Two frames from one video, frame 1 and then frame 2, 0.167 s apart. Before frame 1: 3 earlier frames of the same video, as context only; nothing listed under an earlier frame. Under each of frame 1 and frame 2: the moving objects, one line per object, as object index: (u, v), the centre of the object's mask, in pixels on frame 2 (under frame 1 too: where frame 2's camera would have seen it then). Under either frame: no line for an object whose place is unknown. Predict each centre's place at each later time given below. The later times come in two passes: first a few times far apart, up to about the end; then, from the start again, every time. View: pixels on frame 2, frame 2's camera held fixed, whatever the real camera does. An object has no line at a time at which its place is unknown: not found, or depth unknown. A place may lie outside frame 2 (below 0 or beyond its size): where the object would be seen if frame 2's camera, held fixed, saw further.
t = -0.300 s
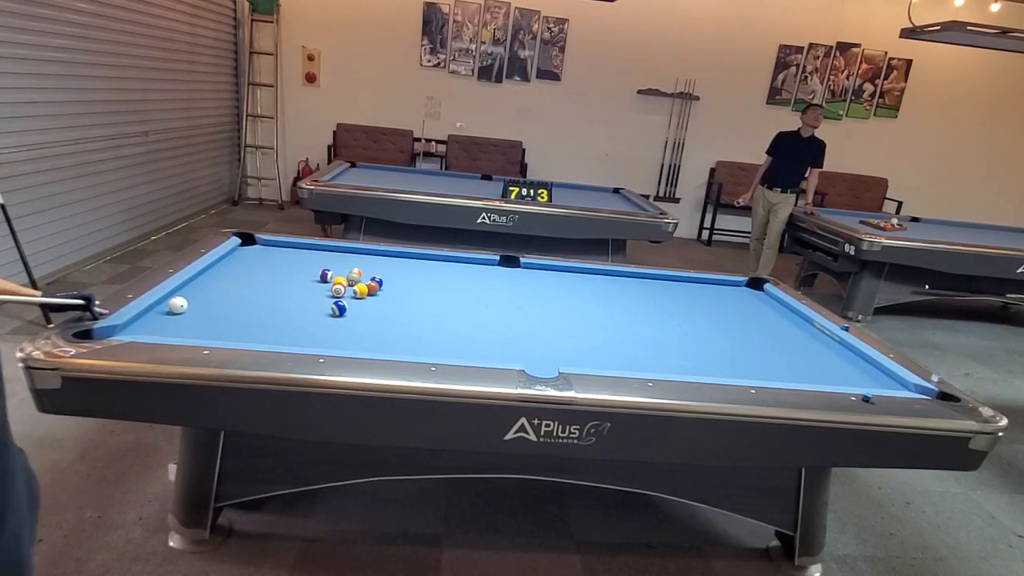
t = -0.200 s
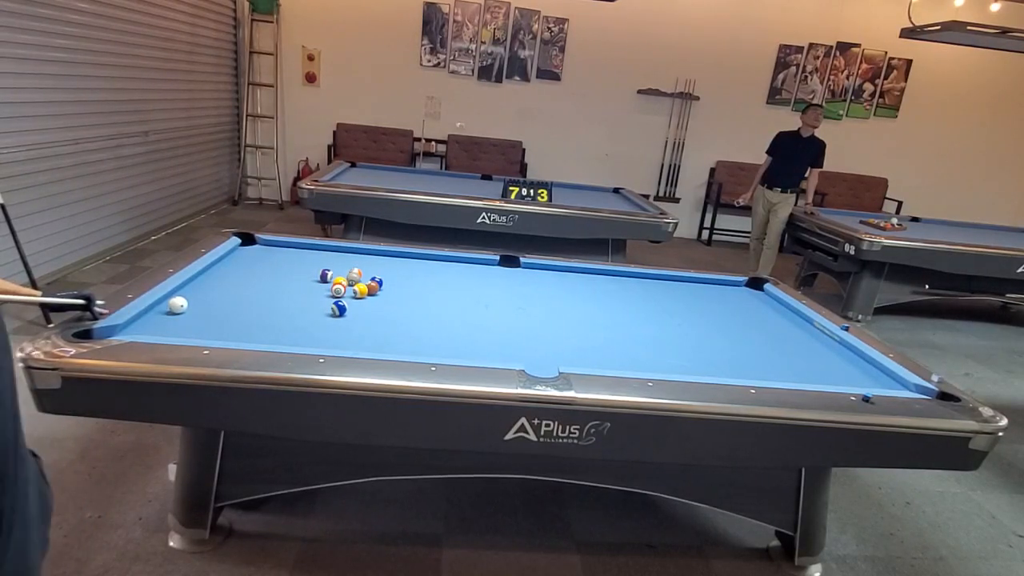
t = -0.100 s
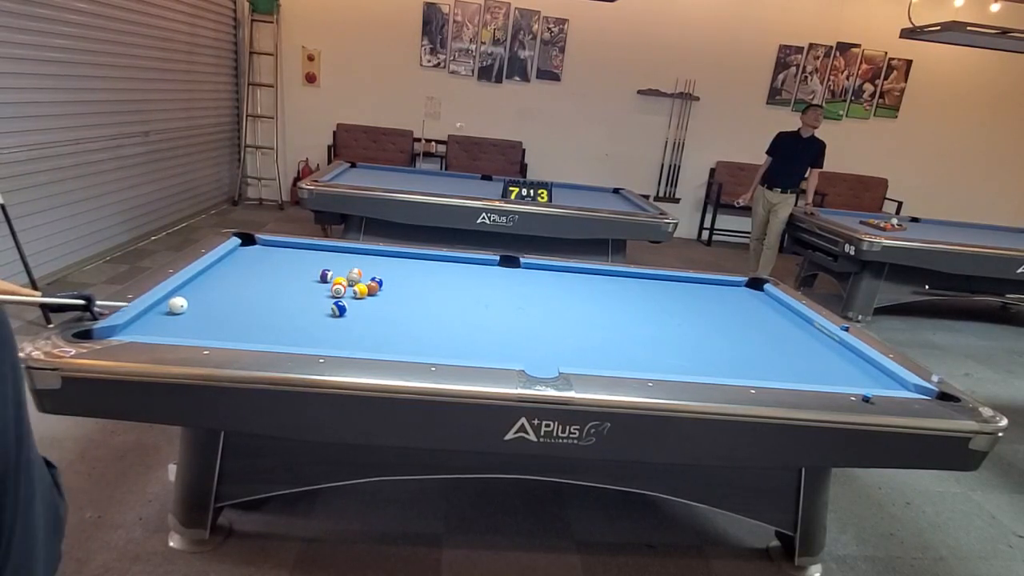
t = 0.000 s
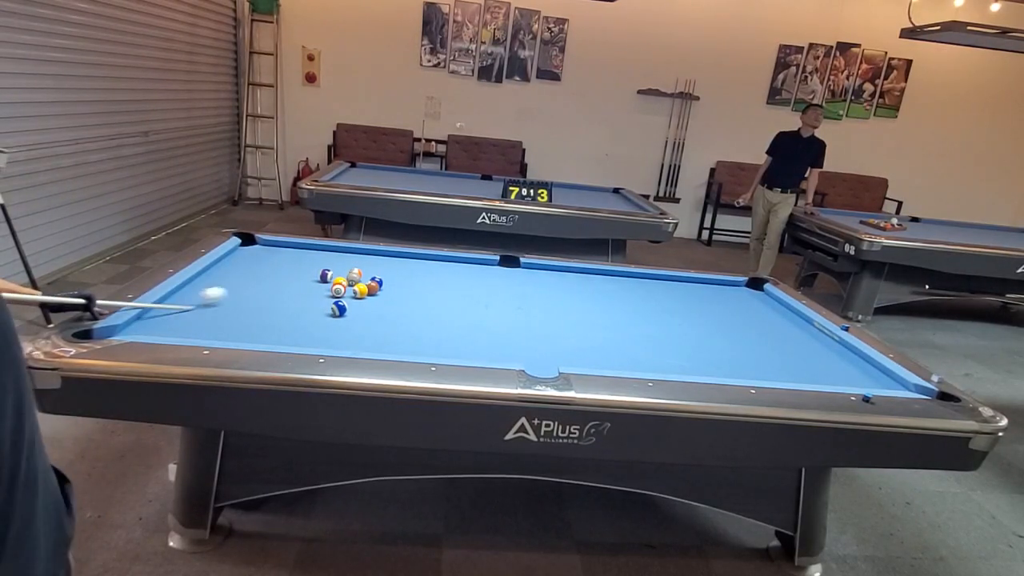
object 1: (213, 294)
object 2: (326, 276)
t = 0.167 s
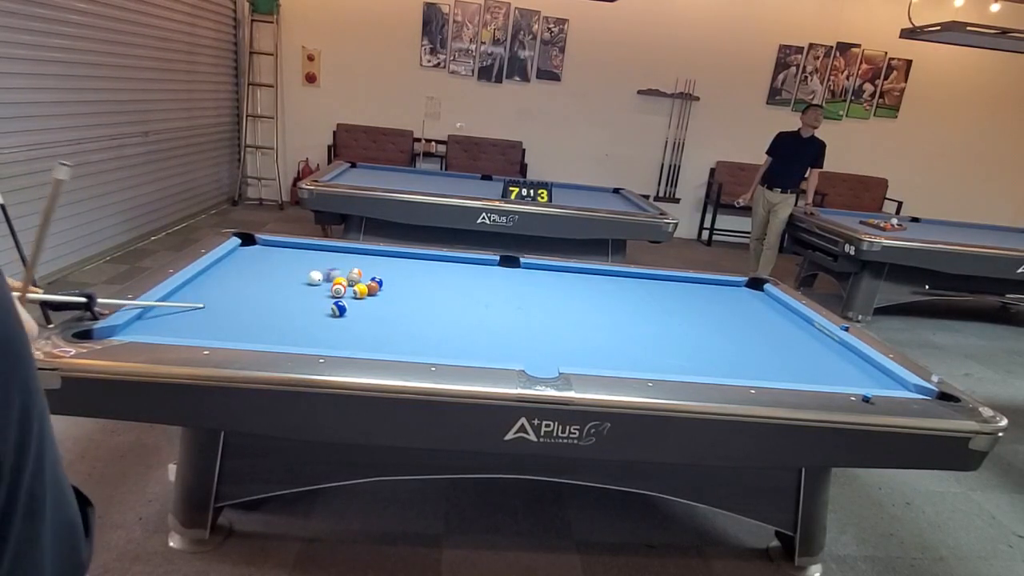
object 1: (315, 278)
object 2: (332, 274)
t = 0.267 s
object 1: (315, 278)
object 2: (373, 266)
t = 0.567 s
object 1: (314, 279)
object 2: (439, 265)
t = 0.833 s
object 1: (313, 280)
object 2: (477, 281)
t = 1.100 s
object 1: (312, 280)
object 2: (520, 298)
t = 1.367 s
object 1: (312, 281)
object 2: (566, 316)
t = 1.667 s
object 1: (312, 281)
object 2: (625, 339)
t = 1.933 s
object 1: (312, 281)
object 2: (684, 363)
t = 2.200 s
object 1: (312, 281)
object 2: (728, 372)
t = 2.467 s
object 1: (312, 281)
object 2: (737, 366)
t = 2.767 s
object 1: (312, 281)
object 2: (745, 358)
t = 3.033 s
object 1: (312, 280)
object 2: (752, 351)
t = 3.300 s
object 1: (312, 281)
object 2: (757, 346)
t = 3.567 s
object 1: (312, 281)
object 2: (762, 340)
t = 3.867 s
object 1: (312, 281)
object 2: (765, 334)
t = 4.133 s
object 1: (312, 281)
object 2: (768, 330)
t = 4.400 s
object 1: (312, 281)
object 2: (770, 327)
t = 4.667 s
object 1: (312, 281)
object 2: (772, 324)
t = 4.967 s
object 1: (312, 281)
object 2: (774, 322)
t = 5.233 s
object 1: (312, 281)
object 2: (774, 319)
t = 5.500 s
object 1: (312, 281)
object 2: (774, 317)
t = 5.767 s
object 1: (312, 281)
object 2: (773, 316)
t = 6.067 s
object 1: (312, 281)
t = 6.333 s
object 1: (312, 281)
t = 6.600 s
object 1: (312, 281)
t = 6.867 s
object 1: (312, 281)
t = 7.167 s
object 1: (312, 281)
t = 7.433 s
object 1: (312, 281)
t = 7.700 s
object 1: (312, 281)
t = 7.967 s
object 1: (312, 281)
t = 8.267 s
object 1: (312, 281)
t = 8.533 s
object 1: (312, 281)
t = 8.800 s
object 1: (312, 281)
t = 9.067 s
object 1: (312, 281)
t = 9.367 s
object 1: (312, 281)
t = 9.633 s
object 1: (312, 281)
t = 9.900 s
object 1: (312, 281)
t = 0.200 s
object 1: (315, 278)
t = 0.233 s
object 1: (315, 278)
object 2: (362, 267)
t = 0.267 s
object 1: (315, 278)
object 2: (373, 266)
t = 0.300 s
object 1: (315, 278)
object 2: (385, 263)
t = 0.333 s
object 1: (315, 278)
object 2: (397, 261)
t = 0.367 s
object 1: (315, 279)
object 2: (406, 259)
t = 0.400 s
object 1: (315, 278)
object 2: (417, 257)
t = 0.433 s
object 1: (315, 279)
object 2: (422, 258)
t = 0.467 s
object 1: (314, 279)
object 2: (426, 259)
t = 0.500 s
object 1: (314, 279)
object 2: (430, 262)
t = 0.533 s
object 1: (314, 279)
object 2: (435, 264)
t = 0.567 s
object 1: (314, 279)
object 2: (439, 265)
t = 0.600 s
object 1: (314, 280)
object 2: (444, 267)
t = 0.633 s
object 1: (314, 280)
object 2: (448, 269)
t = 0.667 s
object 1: (314, 279)
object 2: (454, 271)
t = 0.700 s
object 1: (314, 280)
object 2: (458, 273)
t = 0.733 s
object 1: (313, 280)
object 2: (463, 275)
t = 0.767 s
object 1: (313, 280)
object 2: (467, 277)
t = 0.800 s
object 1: (313, 280)
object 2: (472, 280)
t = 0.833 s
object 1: (313, 280)
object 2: (477, 281)
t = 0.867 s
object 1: (313, 280)
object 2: (482, 283)
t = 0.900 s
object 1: (313, 280)
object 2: (488, 285)
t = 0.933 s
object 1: (313, 280)
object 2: (493, 287)
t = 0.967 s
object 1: (313, 280)
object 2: (498, 289)
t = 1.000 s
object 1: (313, 280)
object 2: (503, 291)
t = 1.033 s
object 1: (313, 280)
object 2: (509, 294)
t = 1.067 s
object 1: (312, 280)
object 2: (514, 296)
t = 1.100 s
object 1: (312, 280)
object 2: (520, 298)
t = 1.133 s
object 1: (312, 281)
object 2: (525, 300)
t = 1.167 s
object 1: (312, 281)
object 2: (531, 302)
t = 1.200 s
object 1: (312, 281)
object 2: (536, 304)
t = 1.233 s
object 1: (312, 281)
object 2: (542, 307)
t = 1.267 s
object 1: (312, 281)
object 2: (548, 309)
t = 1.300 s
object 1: (312, 281)
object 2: (554, 312)
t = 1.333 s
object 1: (312, 281)
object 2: (560, 314)
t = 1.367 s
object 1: (312, 281)
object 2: (566, 316)
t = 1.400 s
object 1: (312, 281)
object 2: (572, 319)
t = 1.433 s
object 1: (312, 281)
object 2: (579, 322)
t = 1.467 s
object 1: (312, 281)
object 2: (585, 324)
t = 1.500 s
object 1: (312, 281)
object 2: (592, 327)
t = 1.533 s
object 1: (312, 281)
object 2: (598, 329)
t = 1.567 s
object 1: (312, 281)
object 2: (604, 332)
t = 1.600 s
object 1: (312, 281)
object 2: (611, 334)
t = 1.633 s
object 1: (312, 281)
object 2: (618, 337)
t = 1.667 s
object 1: (312, 281)
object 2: (625, 339)
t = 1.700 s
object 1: (312, 281)
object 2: (632, 342)
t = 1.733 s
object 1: (312, 281)
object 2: (639, 345)
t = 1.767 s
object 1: (312, 281)
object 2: (646, 348)
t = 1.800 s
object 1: (312, 281)
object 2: (654, 351)
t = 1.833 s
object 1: (312, 281)
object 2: (660, 353)
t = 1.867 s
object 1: (312, 281)
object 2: (668, 357)
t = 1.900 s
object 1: (312, 281)
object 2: (676, 360)
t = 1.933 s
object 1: (312, 281)
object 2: (684, 363)
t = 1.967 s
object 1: (312, 281)
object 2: (691, 365)
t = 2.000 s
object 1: (312, 281)
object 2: (700, 367)
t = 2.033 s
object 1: (312, 281)
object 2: (707, 369)
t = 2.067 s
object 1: (312, 281)
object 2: (715, 371)
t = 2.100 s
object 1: (312, 281)
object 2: (723, 374)
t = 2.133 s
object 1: (312, 281)
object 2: (727, 374)
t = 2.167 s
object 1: (312, 281)
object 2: (727, 373)
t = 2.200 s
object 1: (312, 281)
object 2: (728, 372)
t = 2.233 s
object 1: (312, 281)
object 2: (729, 371)
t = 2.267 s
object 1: (312, 281)
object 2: (731, 371)
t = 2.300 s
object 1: (312, 281)
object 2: (732, 371)
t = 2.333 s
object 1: (312, 281)
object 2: (733, 370)
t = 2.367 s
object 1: (312, 281)
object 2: (734, 369)
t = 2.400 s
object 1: (312, 281)
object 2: (735, 368)
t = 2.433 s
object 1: (312, 281)
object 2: (736, 367)
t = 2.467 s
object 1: (312, 281)
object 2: (737, 366)
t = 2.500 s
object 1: (312, 281)
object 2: (738, 365)
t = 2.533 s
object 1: (312, 281)
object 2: (739, 364)
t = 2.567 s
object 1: (312, 281)
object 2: (739, 363)
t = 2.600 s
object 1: (312, 281)
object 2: (741, 362)
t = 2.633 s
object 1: (312, 281)
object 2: (742, 361)
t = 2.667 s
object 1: (312, 281)
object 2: (743, 360)
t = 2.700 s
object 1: (312, 281)
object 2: (743, 359)
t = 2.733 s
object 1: (312, 281)
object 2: (744, 359)
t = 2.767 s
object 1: (312, 281)
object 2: (745, 358)
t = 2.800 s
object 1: (312, 281)
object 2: (746, 357)
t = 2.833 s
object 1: (312, 281)
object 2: (747, 356)
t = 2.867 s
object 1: (312, 280)
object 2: (748, 355)
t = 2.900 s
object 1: (312, 281)
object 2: (749, 354)
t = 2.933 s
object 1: (312, 281)
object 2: (749, 353)
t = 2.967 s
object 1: (312, 281)
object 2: (750, 353)
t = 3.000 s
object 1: (312, 281)
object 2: (751, 352)
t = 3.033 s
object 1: (312, 280)
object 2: (752, 351)
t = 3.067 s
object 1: (312, 281)
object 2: (752, 350)
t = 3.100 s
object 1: (312, 281)
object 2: (753, 349)
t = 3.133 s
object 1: (312, 281)
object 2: (754, 348)
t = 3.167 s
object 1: (312, 281)
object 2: (755, 348)
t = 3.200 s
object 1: (312, 281)
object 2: (755, 347)
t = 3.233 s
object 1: (312, 281)
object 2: (756, 346)
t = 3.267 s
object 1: (312, 281)
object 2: (757, 346)
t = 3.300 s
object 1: (312, 281)
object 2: (757, 346)
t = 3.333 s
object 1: (312, 281)
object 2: (758, 345)
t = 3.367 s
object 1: (312, 281)
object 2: (758, 344)
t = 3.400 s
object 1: (312, 281)
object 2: (759, 343)
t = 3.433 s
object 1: (312, 281)
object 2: (759, 342)
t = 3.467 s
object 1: (312, 281)
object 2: (760, 341)
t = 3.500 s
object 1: (312, 281)
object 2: (761, 341)
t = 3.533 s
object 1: (312, 281)
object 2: (761, 340)
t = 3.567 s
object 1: (312, 281)
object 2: (762, 340)
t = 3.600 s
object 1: (312, 281)
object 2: (762, 339)
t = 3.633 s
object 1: (312, 281)
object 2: (762, 339)
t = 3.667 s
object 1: (312, 281)
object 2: (763, 338)
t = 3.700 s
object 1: (312, 281)
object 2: (763, 337)
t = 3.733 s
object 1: (312, 281)
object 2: (764, 337)
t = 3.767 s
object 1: (312, 281)
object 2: (764, 336)
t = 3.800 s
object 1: (312, 281)
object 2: (765, 335)
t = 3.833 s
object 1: (312, 281)
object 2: (765, 335)
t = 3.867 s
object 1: (312, 281)
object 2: (765, 334)
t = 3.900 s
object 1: (312, 281)
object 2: (766, 334)
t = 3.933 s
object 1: (312, 281)
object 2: (766, 334)
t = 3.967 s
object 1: (312, 281)
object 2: (766, 333)
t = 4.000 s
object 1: (312, 281)
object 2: (767, 333)
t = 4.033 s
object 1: (312, 281)
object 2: (768, 332)
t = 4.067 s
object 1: (312, 281)
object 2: (768, 332)
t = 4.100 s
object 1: (312, 281)
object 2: (768, 331)
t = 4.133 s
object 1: (312, 281)
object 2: (768, 330)
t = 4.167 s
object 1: (312, 281)
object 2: (769, 330)
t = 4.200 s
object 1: (312, 280)
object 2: (769, 329)
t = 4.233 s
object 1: (312, 281)
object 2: (769, 329)
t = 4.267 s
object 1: (312, 281)
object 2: (769, 329)
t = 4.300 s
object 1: (312, 281)
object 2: (770, 328)
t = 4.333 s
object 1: (312, 281)
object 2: (770, 328)
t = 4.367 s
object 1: (312, 280)
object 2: (771, 327)
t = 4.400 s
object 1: (312, 281)
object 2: (770, 327)
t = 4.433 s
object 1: (312, 281)
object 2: (770, 327)
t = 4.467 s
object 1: (312, 281)
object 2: (771, 326)
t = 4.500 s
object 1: (312, 281)
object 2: (771, 326)
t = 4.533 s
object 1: (312, 280)
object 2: (771, 325)
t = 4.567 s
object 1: (312, 281)
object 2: (771, 325)
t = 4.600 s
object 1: (312, 281)
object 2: (771, 325)
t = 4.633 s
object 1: (312, 281)
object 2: (772, 324)
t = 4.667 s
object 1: (312, 281)
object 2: (772, 324)
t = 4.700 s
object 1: (312, 281)
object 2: (772, 323)
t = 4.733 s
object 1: (312, 281)
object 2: (772, 323)
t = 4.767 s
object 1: (312, 281)
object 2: (773, 323)
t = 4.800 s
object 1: (312, 281)
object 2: (773, 323)
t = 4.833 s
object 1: (312, 281)
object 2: (773, 322)
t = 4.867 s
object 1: (312, 280)
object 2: (773, 322)
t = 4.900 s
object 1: (312, 281)
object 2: (774, 322)
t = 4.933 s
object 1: (312, 281)
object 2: (774, 322)
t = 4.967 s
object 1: (312, 281)
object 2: (774, 322)
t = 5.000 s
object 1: (312, 281)
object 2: (774, 321)
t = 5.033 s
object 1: (312, 281)
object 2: (774, 321)
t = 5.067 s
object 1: (312, 281)
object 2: (774, 321)
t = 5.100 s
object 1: (312, 281)
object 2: (774, 320)
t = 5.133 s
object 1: (312, 281)
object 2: (774, 320)
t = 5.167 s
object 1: (312, 281)
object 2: (775, 320)
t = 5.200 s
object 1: (312, 281)
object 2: (774, 319)
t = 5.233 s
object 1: (312, 281)
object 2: (774, 319)
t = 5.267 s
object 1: (312, 281)
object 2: (774, 318)
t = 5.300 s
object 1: (312, 281)
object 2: (774, 318)
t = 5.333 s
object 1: (312, 281)
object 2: (774, 318)
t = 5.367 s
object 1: (312, 281)
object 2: (774, 318)
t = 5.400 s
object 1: (312, 281)
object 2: (774, 318)
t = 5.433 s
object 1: (312, 281)
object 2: (774, 317)
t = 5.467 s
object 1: (312, 281)
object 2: (774, 317)
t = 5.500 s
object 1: (312, 281)
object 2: (774, 317)
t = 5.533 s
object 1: (312, 281)
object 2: (774, 317)
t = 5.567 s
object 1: (312, 281)
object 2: (774, 317)
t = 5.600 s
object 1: (312, 281)
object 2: (774, 316)
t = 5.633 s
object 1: (312, 281)
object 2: (774, 316)
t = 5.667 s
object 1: (312, 281)
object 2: (774, 316)
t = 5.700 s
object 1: (312, 281)
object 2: (773, 316)
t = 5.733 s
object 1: (312, 281)
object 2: (773, 316)
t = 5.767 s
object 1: (312, 281)
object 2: (773, 316)
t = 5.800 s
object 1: (312, 281)
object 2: (773, 316)
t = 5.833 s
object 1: (312, 281)
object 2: (773, 315)
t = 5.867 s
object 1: (312, 280)
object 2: (773, 315)
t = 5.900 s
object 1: (312, 281)
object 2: (773, 315)
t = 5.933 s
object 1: (312, 281)
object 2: (773, 315)
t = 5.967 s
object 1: (312, 281)
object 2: (773, 315)
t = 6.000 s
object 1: (312, 281)
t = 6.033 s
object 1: (312, 281)
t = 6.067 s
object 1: (312, 281)
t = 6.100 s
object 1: (312, 281)
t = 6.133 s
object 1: (312, 281)
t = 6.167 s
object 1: (312, 281)
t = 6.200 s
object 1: (312, 281)
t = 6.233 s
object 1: (312, 281)
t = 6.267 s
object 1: (312, 281)
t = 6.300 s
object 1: (312, 281)
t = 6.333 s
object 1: (312, 281)
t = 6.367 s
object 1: (312, 281)
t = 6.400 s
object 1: (312, 281)
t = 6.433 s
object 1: (312, 281)
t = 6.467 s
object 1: (312, 281)
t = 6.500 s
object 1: (312, 281)
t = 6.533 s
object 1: (312, 281)
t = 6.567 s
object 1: (312, 281)
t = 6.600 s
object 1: (312, 281)
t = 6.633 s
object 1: (312, 281)
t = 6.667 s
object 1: (312, 281)
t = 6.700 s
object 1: (312, 281)
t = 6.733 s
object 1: (312, 281)
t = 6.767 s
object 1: (312, 281)
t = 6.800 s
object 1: (312, 281)
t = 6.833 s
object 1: (312, 281)
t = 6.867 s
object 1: (312, 281)
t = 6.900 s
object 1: (312, 281)
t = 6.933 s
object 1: (312, 281)
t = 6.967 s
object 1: (312, 281)
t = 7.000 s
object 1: (312, 281)
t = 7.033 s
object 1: (312, 281)
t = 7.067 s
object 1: (312, 281)
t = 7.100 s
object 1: (312, 281)
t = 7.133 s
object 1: (312, 281)
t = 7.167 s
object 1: (312, 281)
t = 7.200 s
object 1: (312, 281)
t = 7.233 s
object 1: (312, 281)
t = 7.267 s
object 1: (312, 281)
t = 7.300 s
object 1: (312, 281)
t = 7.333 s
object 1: (312, 281)
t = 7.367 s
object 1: (312, 281)
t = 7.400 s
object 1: (312, 281)
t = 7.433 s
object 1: (312, 281)
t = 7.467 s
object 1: (312, 281)
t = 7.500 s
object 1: (312, 281)
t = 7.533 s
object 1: (312, 281)
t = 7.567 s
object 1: (312, 281)
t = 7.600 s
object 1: (312, 281)
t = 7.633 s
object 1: (312, 281)
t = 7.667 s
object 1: (312, 281)
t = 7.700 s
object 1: (312, 281)
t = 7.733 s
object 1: (312, 281)
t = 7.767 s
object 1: (312, 281)
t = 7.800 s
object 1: (312, 281)
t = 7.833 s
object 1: (312, 281)
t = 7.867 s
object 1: (312, 281)
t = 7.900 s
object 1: (312, 281)
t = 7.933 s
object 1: (312, 281)
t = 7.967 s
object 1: (312, 281)
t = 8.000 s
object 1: (312, 281)
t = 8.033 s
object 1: (312, 281)
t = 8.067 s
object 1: (312, 281)
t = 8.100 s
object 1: (312, 281)
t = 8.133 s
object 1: (312, 281)
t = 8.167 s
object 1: (312, 281)
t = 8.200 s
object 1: (312, 281)
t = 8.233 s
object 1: (312, 281)
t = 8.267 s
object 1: (312, 281)
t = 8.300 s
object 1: (312, 281)
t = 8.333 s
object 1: (312, 281)
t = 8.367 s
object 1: (312, 281)
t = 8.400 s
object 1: (312, 281)
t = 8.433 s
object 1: (312, 281)
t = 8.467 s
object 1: (312, 281)
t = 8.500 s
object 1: (312, 281)
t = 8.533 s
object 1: (312, 281)
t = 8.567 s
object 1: (312, 281)
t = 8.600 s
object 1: (312, 281)
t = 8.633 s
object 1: (312, 281)
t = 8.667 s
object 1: (312, 281)
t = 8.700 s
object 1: (312, 281)
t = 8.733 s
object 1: (312, 281)
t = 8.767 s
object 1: (312, 281)
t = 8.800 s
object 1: (312, 281)
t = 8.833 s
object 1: (312, 281)
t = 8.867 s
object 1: (312, 281)
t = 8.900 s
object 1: (312, 281)
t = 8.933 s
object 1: (312, 281)
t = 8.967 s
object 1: (312, 281)
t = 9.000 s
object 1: (312, 281)
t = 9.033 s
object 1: (312, 281)
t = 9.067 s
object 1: (312, 281)
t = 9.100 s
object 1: (312, 281)
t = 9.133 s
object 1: (312, 281)
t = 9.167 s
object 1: (312, 281)
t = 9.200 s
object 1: (312, 281)
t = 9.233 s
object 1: (312, 281)
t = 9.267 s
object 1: (312, 281)
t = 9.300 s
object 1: (312, 281)
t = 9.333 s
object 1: (312, 281)
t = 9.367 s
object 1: (312, 281)
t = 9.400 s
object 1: (312, 281)
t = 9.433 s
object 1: (312, 281)
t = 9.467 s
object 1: (312, 281)
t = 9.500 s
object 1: (312, 281)
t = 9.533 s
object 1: (312, 281)
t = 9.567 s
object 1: (312, 281)
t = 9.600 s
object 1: (312, 281)
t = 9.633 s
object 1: (312, 281)
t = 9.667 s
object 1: (312, 281)
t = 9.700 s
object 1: (312, 281)
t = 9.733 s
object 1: (312, 281)
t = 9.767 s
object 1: (312, 281)
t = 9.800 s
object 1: (312, 281)
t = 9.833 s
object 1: (312, 281)
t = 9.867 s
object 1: (312, 281)
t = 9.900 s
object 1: (312, 281)
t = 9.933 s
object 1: (312, 281)
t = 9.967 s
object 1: (312, 281)
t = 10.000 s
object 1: (312, 281)
